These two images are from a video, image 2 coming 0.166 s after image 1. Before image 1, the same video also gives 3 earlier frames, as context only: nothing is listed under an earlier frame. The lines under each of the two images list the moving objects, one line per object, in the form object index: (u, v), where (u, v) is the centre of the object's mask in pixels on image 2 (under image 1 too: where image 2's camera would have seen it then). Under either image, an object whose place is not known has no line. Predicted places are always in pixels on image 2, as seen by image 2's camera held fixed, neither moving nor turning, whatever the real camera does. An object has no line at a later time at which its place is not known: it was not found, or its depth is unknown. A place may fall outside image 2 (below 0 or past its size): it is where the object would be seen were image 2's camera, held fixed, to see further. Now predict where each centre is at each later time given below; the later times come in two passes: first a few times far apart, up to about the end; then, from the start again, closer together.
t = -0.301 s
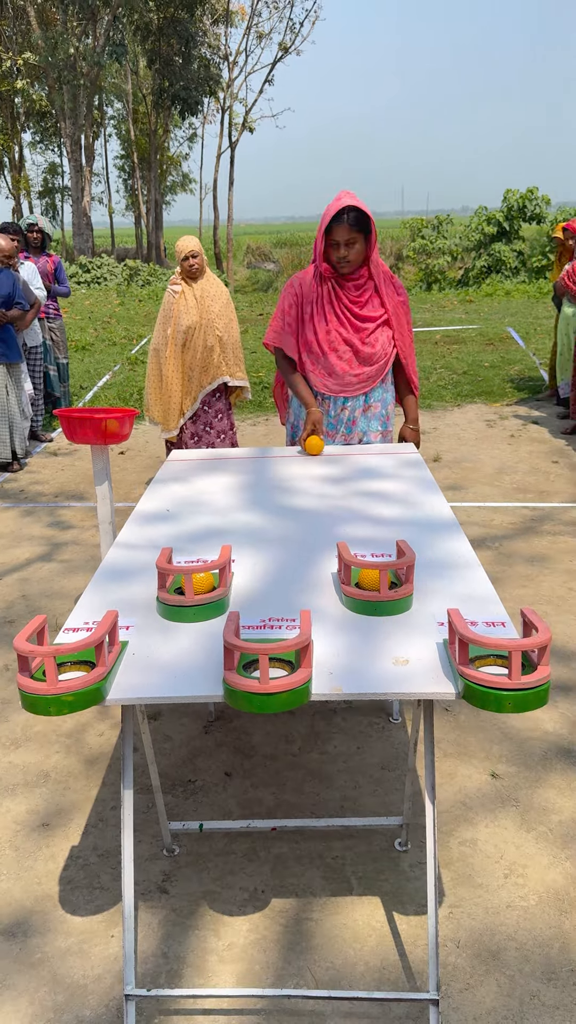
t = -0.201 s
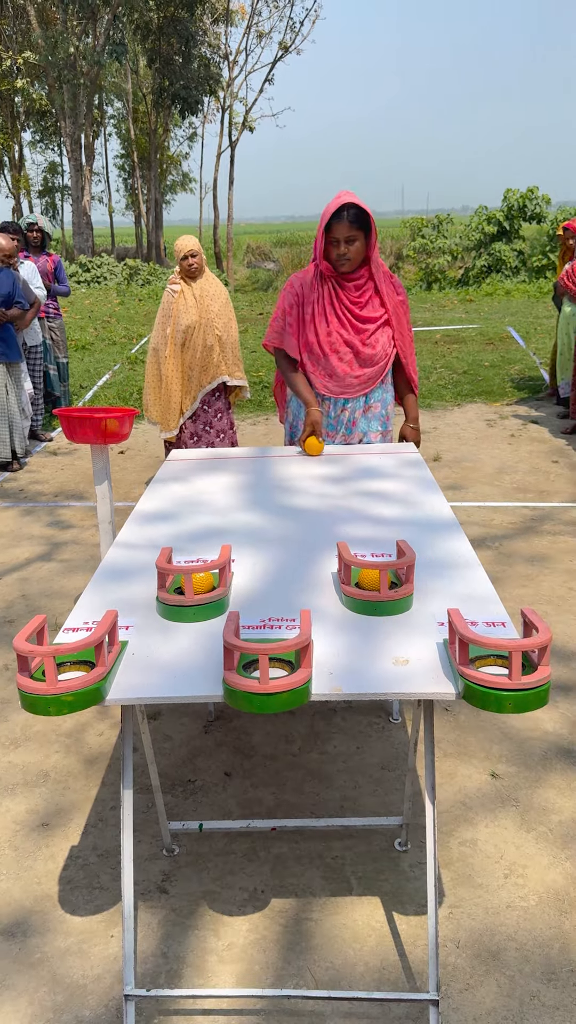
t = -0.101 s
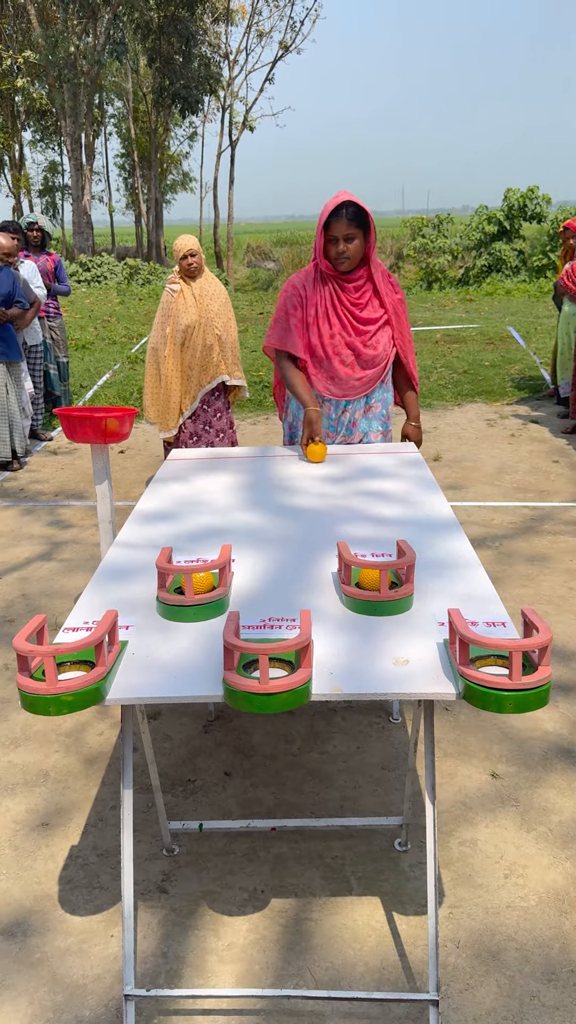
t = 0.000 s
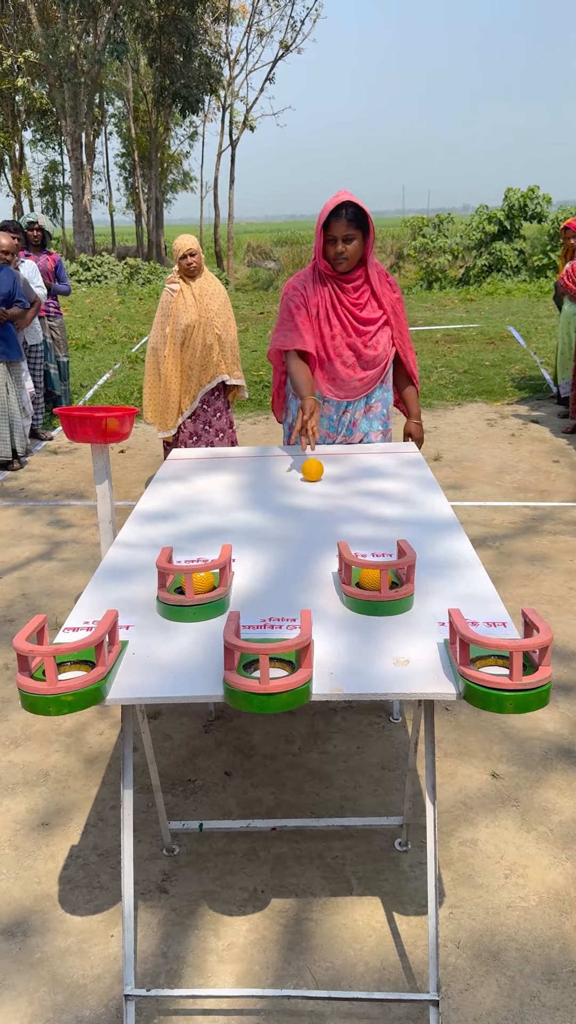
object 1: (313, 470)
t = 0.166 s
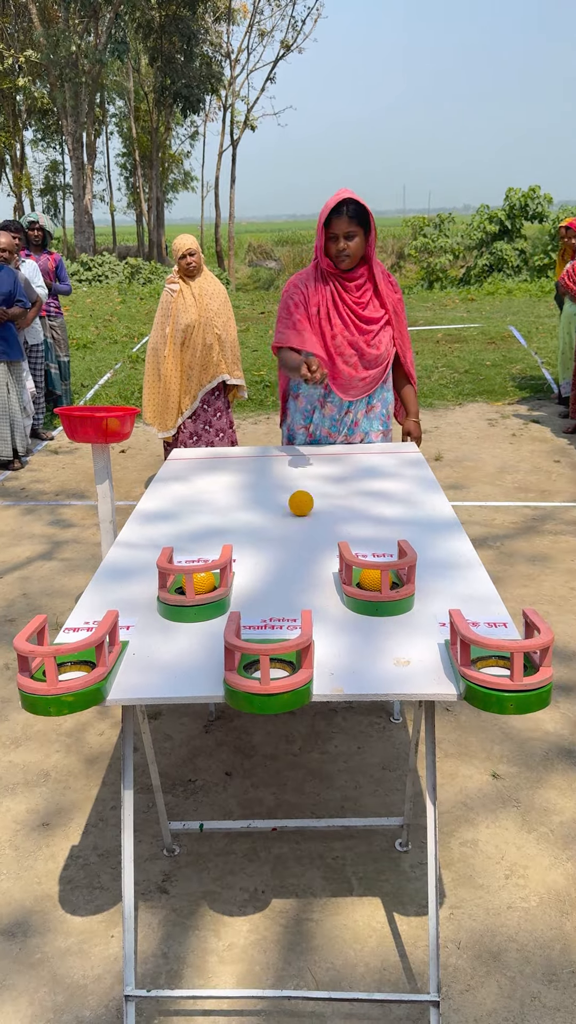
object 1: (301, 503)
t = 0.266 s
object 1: (292, 526)
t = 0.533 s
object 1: (264, 615)
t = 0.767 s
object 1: (255, 643)
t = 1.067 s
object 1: (274, 643)
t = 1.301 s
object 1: (269, 665)
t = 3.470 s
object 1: (273, 665)
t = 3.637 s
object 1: (273, 665)
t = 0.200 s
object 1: (298, 510)
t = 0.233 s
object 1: (295, 518)
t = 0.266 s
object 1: (292, 526)
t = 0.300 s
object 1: (289, 535)
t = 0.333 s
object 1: (286, 545)
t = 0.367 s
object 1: (283, 555)
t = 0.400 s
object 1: (280, 565)
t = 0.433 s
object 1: (276, 576)
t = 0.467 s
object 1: (272, 589)
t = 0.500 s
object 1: (268, 601)
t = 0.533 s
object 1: (264, 615)
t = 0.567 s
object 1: (259, 621)
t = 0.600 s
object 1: (263, 621)
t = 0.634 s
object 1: (276, 622)
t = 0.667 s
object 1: (280, 626)
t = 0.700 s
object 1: (272, 632)
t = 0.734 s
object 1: (265, 633)
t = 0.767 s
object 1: (255, 643)
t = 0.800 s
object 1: (249, 662)
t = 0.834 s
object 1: (257, 663)
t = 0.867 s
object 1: (277, 664)
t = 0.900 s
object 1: (281, 665)
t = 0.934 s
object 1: (284, 664)
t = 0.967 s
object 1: (284, 655)
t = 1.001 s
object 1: (282, 654)
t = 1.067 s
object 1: (274, 643)
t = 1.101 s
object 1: (269, 641)
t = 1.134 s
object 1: (261, 640)
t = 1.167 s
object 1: (257, 643)
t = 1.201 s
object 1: (256, 644)
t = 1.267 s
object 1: (258, 663)
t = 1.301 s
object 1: (269, 665)
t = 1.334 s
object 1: (274, 665)
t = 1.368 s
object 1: (282, 665)
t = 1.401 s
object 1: (281, 660)
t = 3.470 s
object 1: (273, 665)
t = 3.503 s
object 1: (273, 665)
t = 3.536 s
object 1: (273, 665)
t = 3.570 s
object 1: (273, 665)
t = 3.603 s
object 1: (273, 665)
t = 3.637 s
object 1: (273, 665)
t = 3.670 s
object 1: (273, 665)
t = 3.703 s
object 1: (273, 665)
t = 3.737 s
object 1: (273, 665)
